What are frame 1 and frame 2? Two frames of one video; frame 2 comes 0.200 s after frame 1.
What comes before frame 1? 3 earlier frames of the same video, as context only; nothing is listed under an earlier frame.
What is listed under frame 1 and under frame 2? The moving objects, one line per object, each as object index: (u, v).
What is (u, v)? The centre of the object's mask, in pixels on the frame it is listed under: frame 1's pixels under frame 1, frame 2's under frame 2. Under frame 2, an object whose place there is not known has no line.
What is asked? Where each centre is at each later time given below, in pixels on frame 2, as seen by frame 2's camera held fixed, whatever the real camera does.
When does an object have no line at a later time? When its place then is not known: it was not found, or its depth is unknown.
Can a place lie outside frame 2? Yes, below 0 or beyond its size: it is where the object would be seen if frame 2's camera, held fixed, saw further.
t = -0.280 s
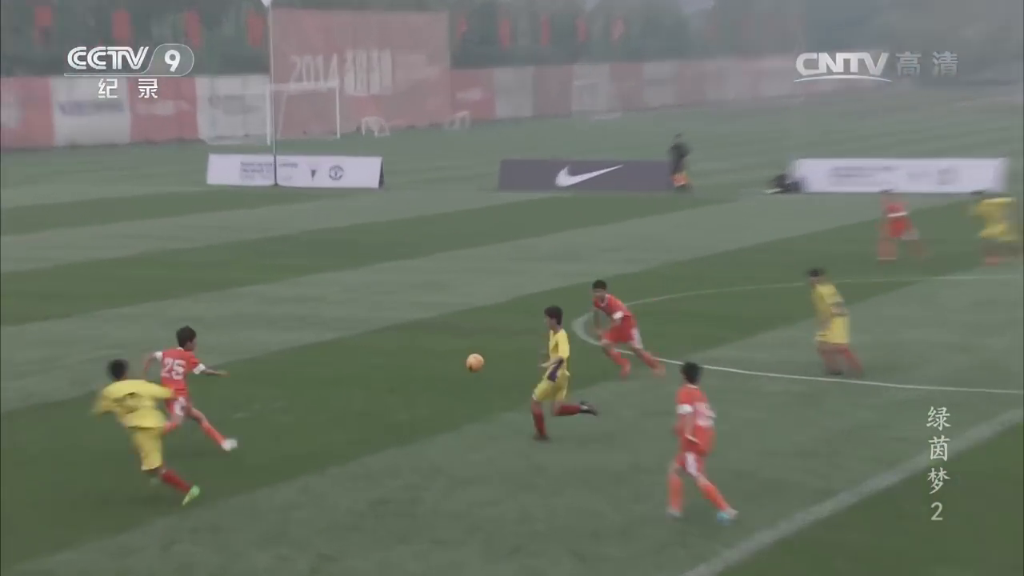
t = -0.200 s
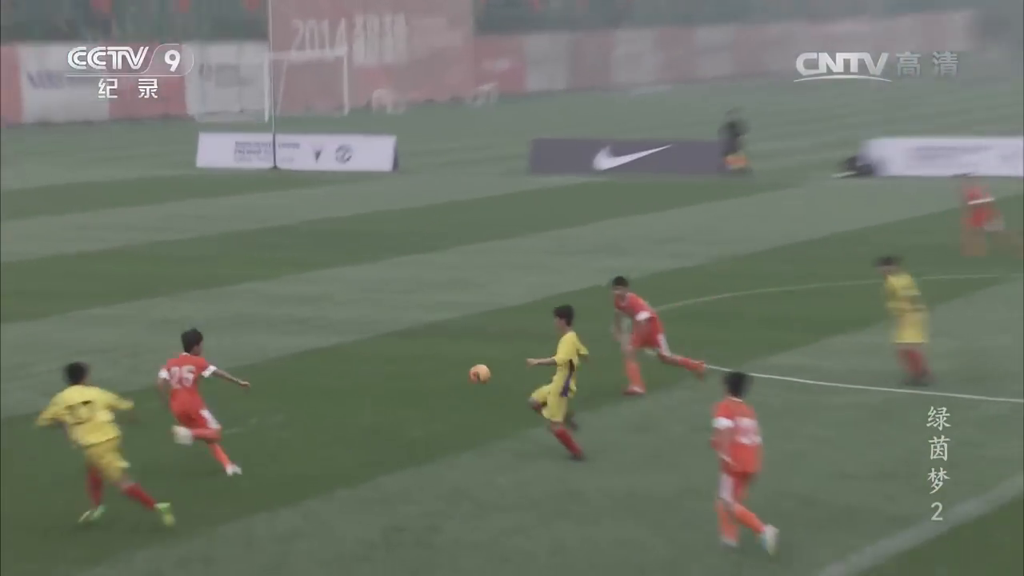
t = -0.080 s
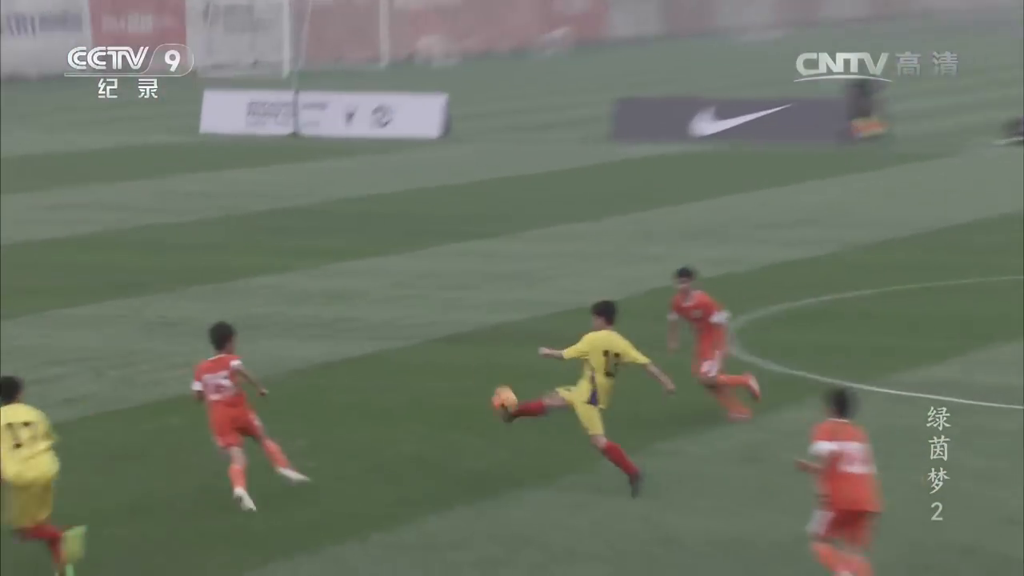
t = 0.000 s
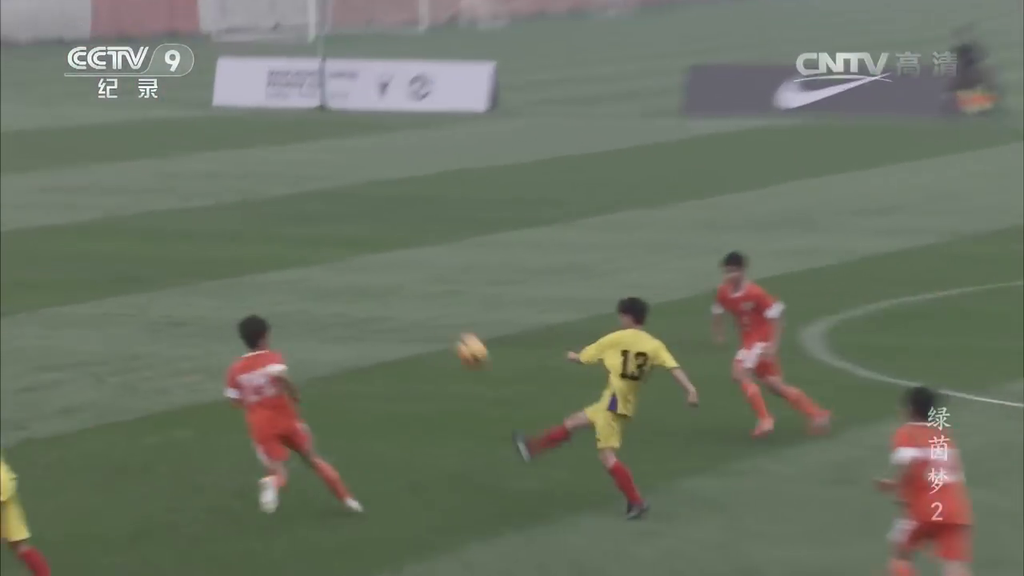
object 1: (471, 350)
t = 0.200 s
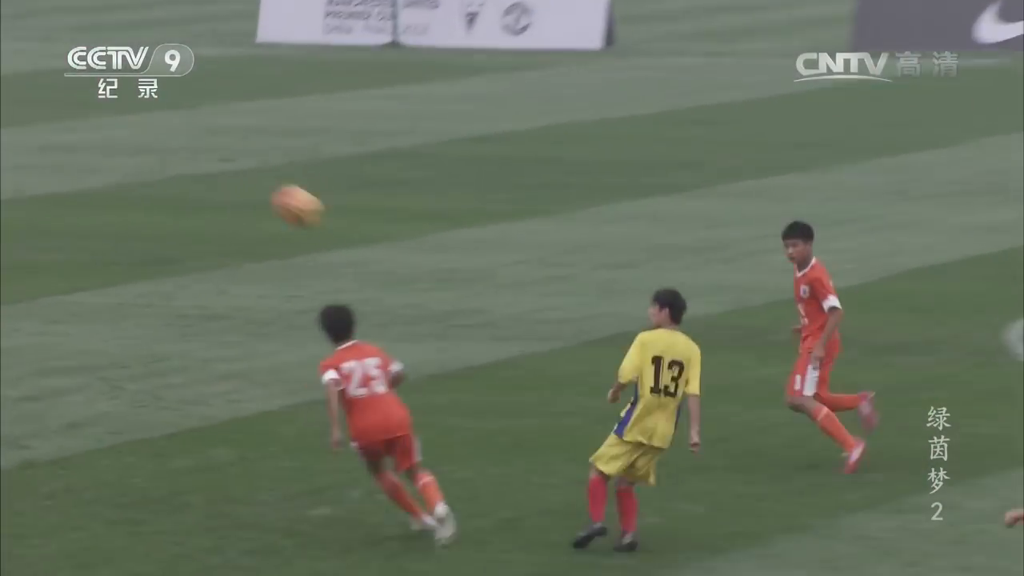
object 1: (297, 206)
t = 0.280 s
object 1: (182, 166)
